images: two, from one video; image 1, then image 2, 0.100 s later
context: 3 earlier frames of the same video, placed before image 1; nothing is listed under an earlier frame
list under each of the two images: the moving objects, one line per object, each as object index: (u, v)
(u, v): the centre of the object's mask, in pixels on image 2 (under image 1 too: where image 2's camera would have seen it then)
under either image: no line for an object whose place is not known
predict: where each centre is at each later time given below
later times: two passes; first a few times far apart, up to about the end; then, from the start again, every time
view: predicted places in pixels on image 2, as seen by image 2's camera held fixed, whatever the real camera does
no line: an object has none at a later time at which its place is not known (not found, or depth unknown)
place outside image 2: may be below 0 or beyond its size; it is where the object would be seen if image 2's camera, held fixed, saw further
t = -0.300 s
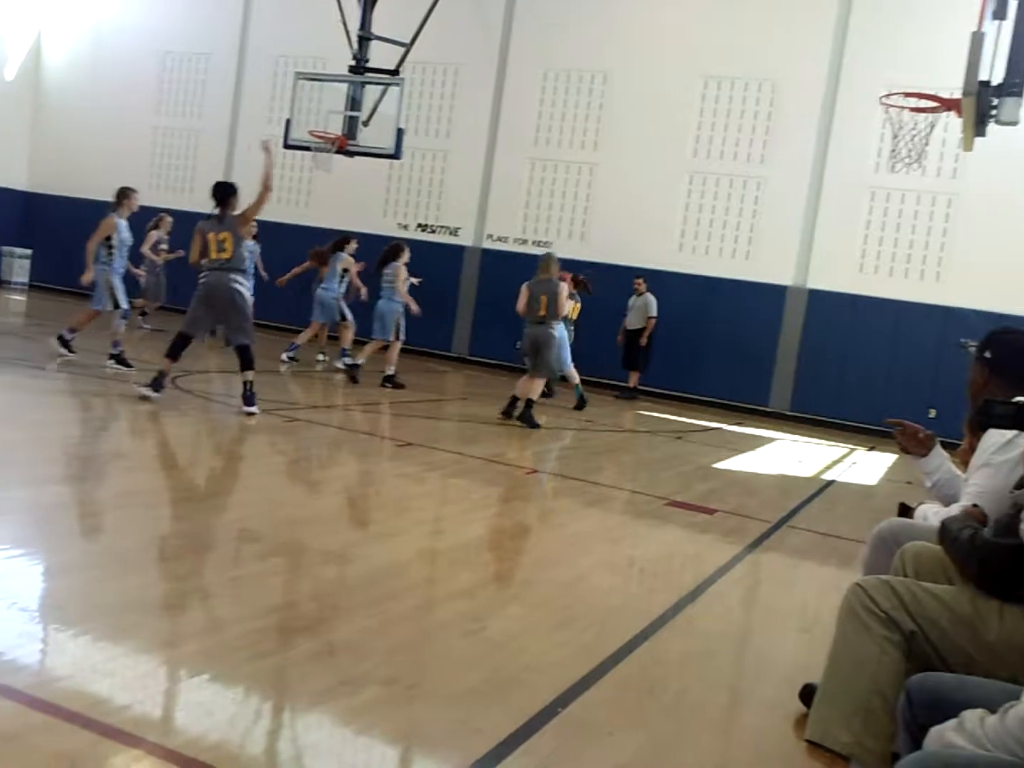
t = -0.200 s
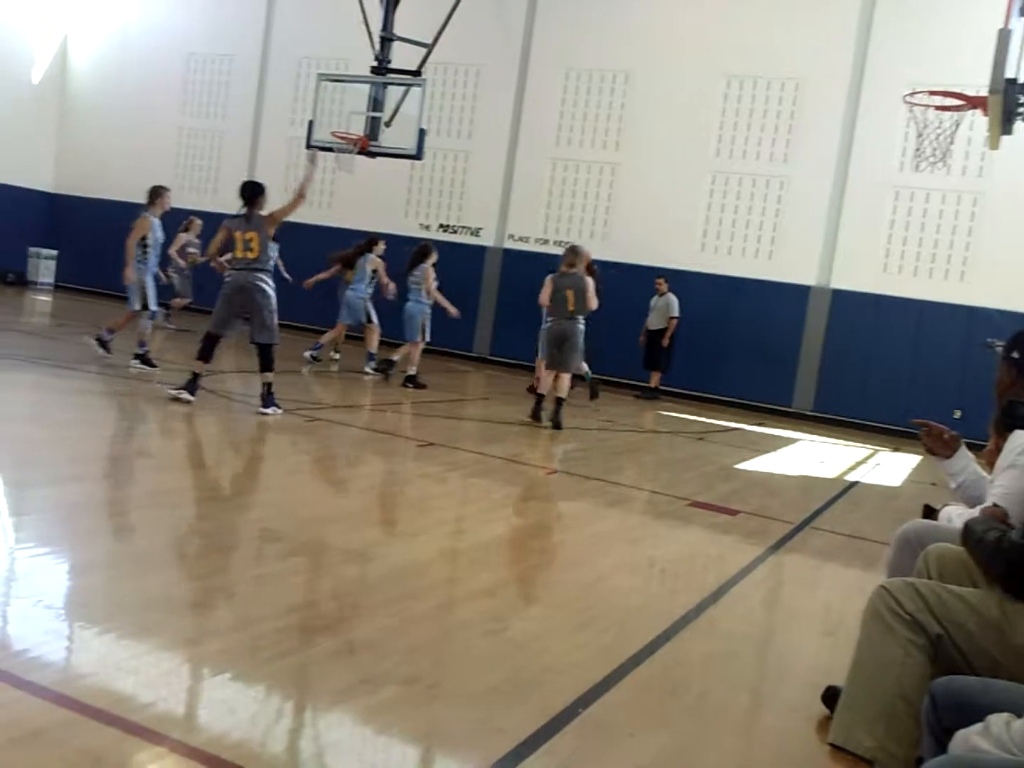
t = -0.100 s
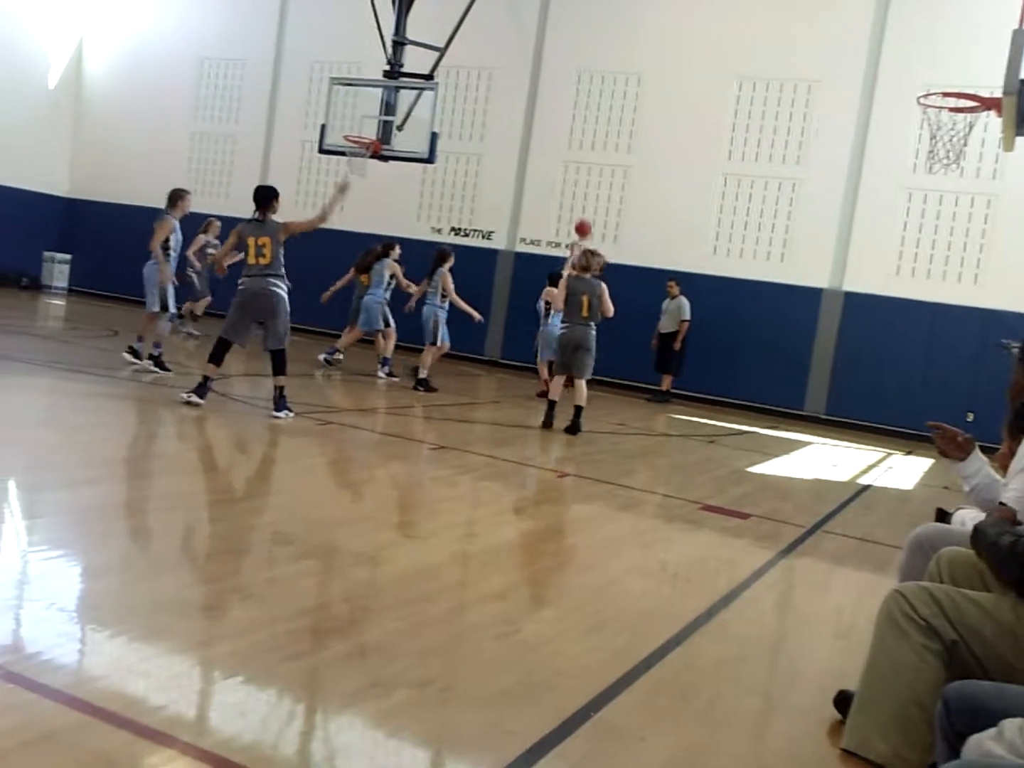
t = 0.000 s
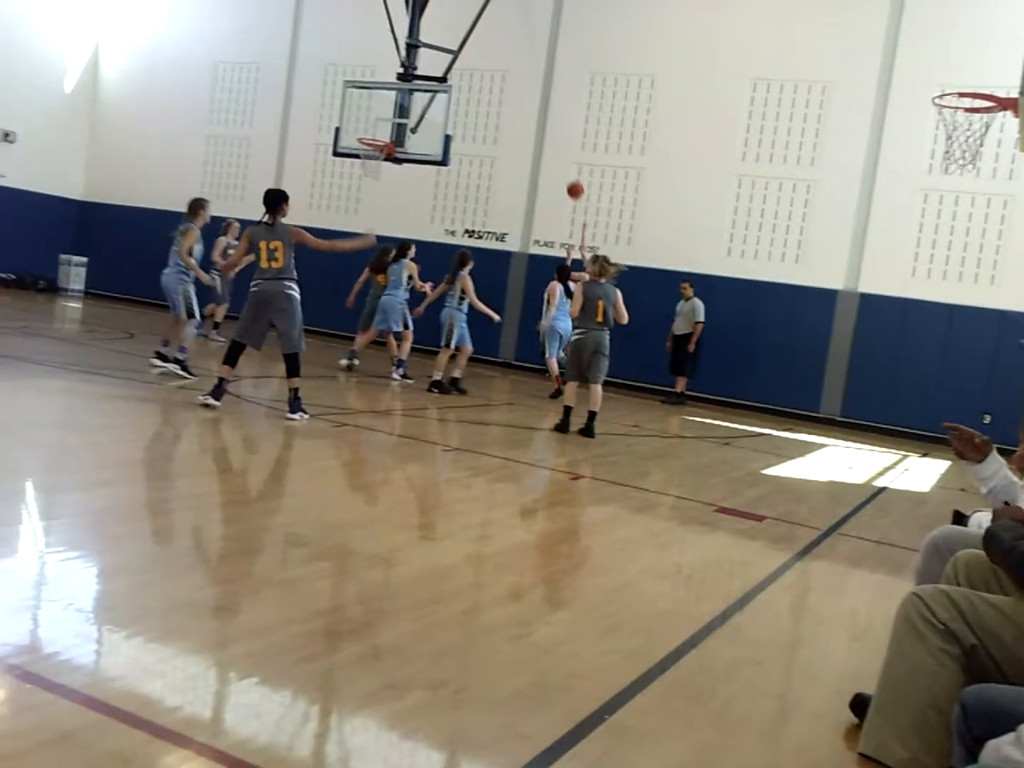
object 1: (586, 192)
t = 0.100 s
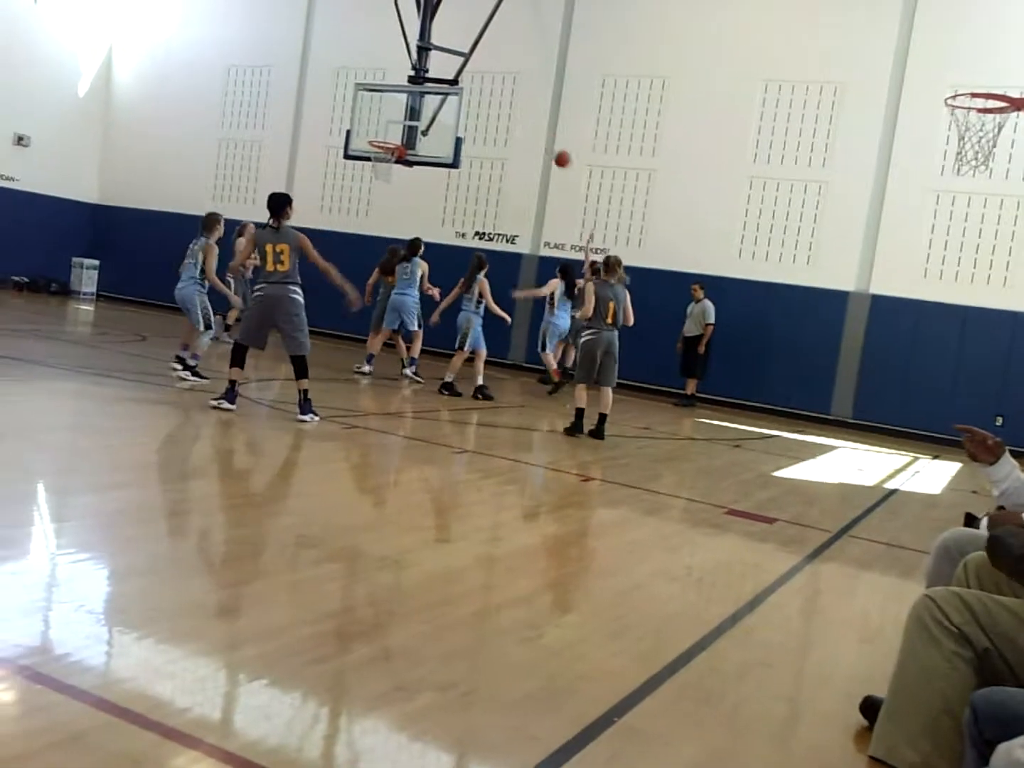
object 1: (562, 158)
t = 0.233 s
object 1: (530, 128)
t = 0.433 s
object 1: (482, 108)
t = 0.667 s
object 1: (424, 122)
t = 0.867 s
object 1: (375, 160)
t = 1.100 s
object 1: (356, 184)
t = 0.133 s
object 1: (554, 150)
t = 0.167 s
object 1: (546, 142)
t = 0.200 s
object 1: (538, 134)
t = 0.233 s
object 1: (530, 128)
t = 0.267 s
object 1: (522, 123)
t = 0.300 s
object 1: (514, 118)
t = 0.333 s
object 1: (506, 114)
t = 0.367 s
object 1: (498, 111)
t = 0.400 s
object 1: (490, 109)
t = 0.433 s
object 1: (482, 108)
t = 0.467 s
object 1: (473, 108)
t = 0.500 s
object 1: (465, 108)
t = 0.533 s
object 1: (457, 109)
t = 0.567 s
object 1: (448, 111)
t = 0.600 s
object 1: (440, 114)
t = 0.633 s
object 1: (432, 117)
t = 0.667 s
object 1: (424, 122)
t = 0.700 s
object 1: (415, 126)
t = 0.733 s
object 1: (406, 132)
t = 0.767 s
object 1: (398, 138)
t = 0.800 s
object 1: (390, 146)
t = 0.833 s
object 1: (380, 152)
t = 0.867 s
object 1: (375, 160)
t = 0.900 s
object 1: (372, 161)
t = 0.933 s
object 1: (370, 163)
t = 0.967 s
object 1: (367, 166)
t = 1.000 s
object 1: (365, 169)
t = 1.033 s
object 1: (362, 173)
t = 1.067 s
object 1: (359, 178)
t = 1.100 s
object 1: (356, 184)
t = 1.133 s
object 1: (353, 190)
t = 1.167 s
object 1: (350, 197)
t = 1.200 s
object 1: (347, 205)
